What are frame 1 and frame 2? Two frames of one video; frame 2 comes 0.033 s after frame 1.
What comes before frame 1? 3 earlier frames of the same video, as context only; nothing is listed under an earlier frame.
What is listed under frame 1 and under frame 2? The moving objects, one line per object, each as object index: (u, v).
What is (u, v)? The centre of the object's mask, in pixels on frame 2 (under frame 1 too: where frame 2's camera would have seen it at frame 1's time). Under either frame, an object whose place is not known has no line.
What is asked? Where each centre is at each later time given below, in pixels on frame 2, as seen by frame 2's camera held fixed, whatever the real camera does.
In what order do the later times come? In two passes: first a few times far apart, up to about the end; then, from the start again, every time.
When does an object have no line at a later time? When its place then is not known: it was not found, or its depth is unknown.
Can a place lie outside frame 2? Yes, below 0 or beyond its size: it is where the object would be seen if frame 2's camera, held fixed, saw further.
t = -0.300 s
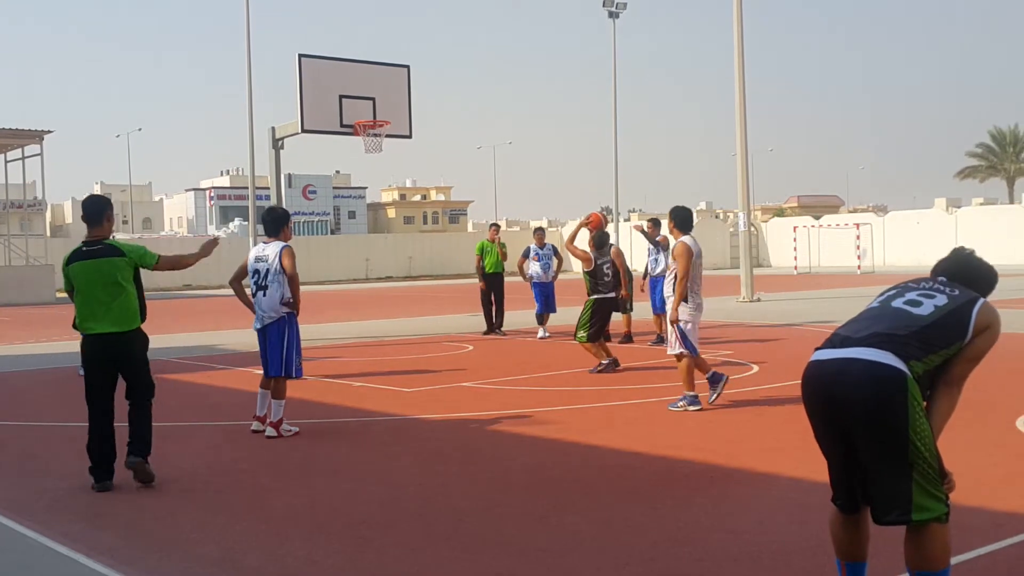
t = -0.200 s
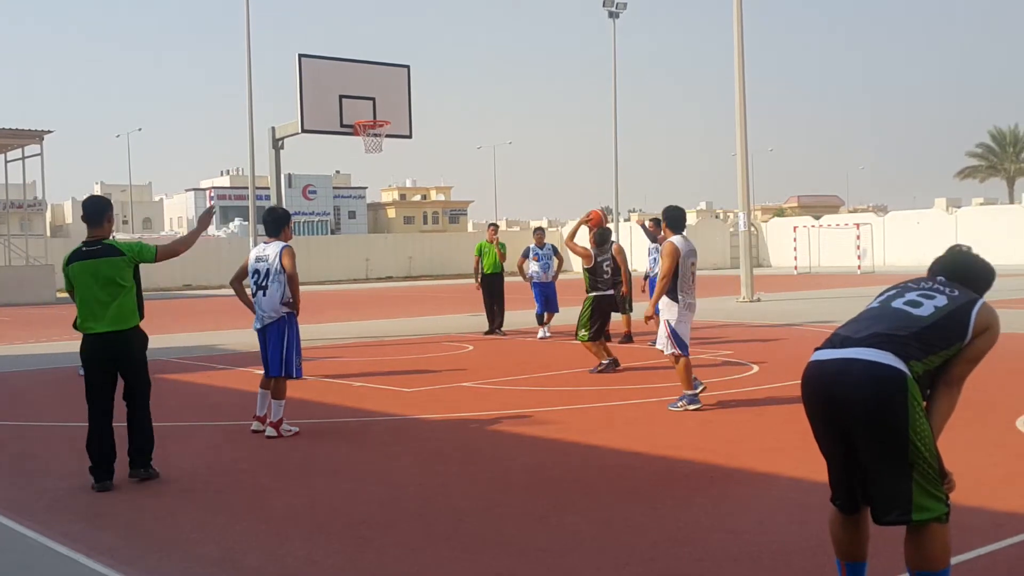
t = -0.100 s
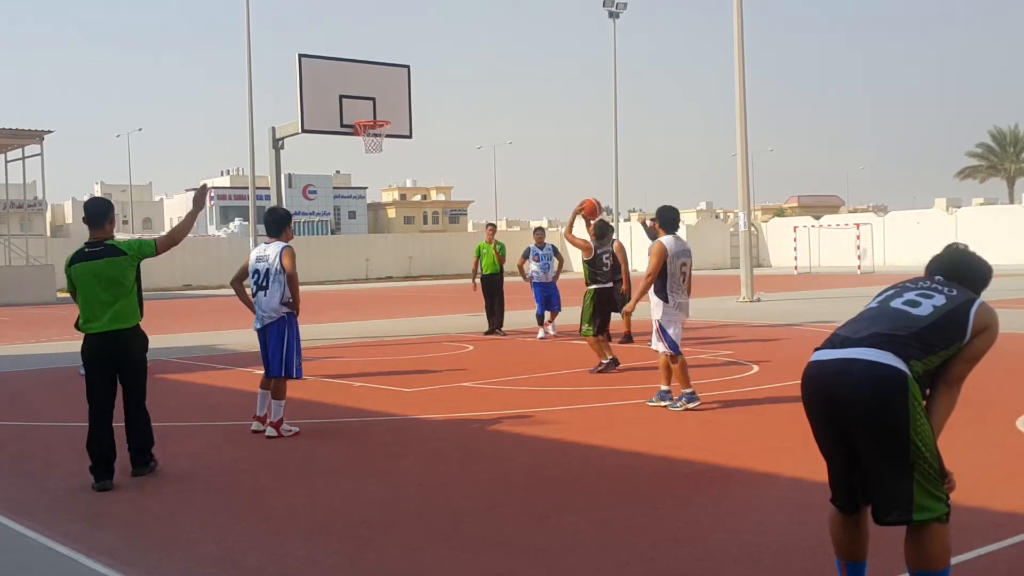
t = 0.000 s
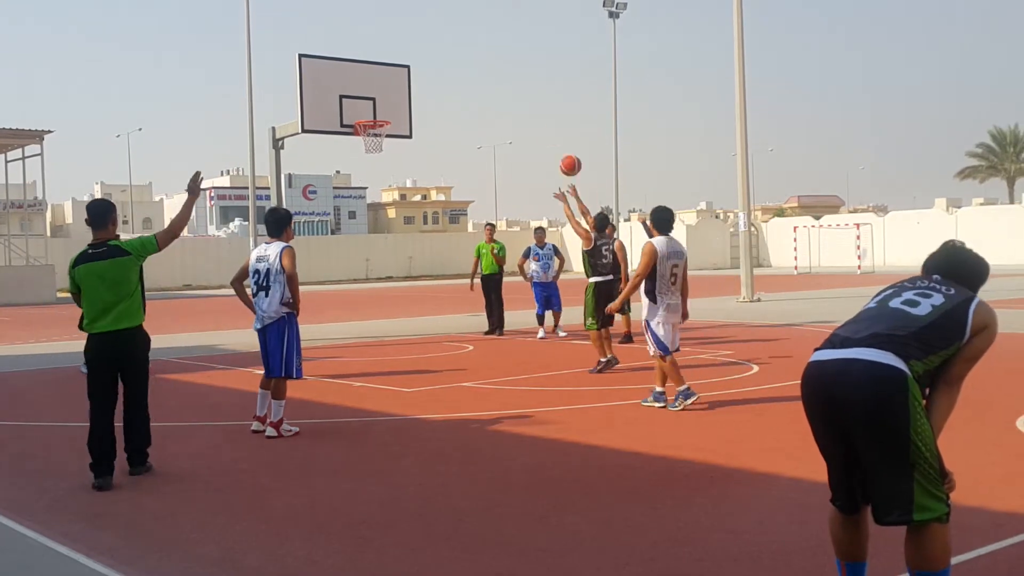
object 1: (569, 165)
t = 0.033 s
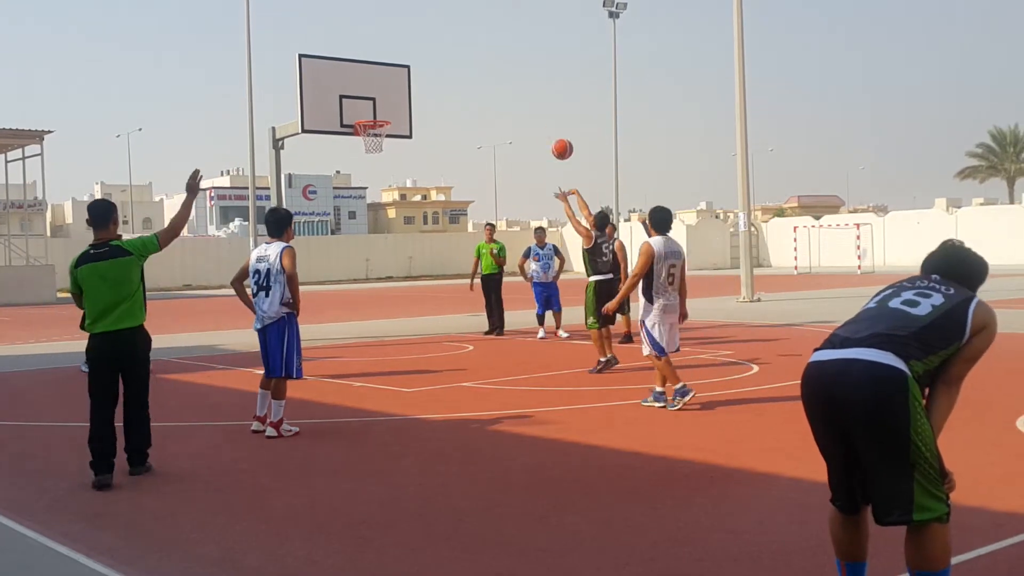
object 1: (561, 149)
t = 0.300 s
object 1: (502, 61)
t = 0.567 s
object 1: (454, 39)
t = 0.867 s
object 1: (411, 80)
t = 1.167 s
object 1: (422, 109)
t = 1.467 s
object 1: (468, 143)
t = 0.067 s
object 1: (553, 134)
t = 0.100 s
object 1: (545, 120)
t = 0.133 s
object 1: (537, 108)
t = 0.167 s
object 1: (530, 96)
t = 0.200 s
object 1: (523, 86)
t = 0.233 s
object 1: (516, 77)
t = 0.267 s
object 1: (508, 69)
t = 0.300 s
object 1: (502, 61)
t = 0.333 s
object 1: (495, 55)
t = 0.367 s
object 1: (489, 50)
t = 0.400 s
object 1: (482, 46)
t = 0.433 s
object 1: (477, 43)
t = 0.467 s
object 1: (471, 40)
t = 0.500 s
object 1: (465, 39)
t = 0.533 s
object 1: (459, 39)
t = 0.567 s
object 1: (454, 39)
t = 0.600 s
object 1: (448, 41)
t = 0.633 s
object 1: (443, 43)
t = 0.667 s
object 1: (438, 46)
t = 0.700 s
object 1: (434, 50)
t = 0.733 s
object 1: (429, 54)
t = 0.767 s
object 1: (424, 60)
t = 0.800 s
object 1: (419, 66)
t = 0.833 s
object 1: (415, 73)
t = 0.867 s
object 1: (411, 80)
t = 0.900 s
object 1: (406, 89)
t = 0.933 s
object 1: (402, 97)
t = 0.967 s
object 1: (397, 107)
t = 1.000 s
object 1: (394, 116)
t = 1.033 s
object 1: (400, 113)
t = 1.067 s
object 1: (405, 111)
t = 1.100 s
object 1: (411, 110)
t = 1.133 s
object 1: (416, 109)
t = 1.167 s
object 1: (422, 109)
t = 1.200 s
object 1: (427, 110)
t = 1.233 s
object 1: (433, 111)
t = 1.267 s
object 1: (438, 113)
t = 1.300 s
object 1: (443, 117)
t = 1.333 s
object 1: (448, 120)
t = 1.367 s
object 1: (453, 125)
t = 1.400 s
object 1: (458, 130)
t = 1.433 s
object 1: (464, 136)
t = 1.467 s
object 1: (468, 143)
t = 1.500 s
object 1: (474, 150)
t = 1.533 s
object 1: (479, 158)
